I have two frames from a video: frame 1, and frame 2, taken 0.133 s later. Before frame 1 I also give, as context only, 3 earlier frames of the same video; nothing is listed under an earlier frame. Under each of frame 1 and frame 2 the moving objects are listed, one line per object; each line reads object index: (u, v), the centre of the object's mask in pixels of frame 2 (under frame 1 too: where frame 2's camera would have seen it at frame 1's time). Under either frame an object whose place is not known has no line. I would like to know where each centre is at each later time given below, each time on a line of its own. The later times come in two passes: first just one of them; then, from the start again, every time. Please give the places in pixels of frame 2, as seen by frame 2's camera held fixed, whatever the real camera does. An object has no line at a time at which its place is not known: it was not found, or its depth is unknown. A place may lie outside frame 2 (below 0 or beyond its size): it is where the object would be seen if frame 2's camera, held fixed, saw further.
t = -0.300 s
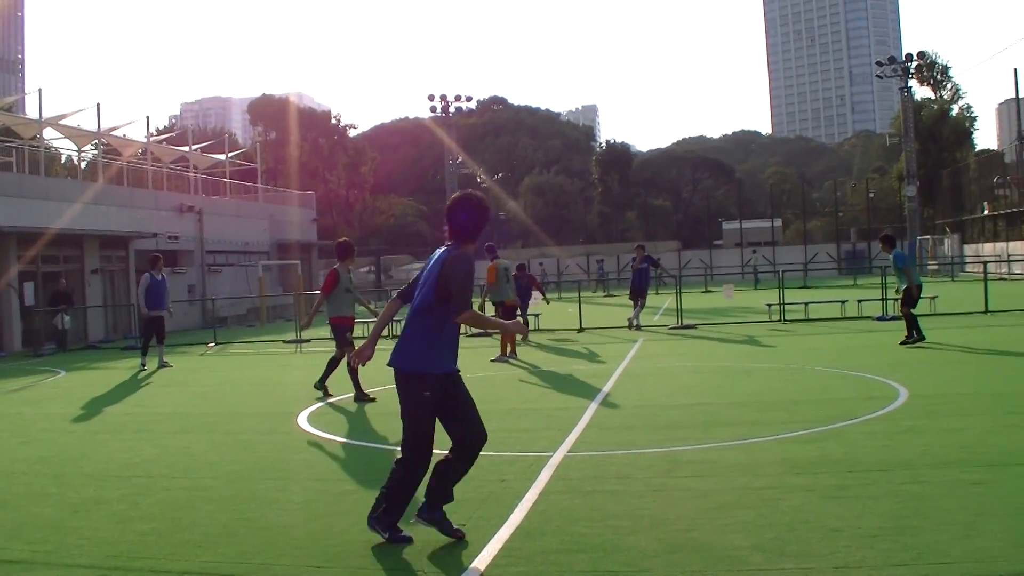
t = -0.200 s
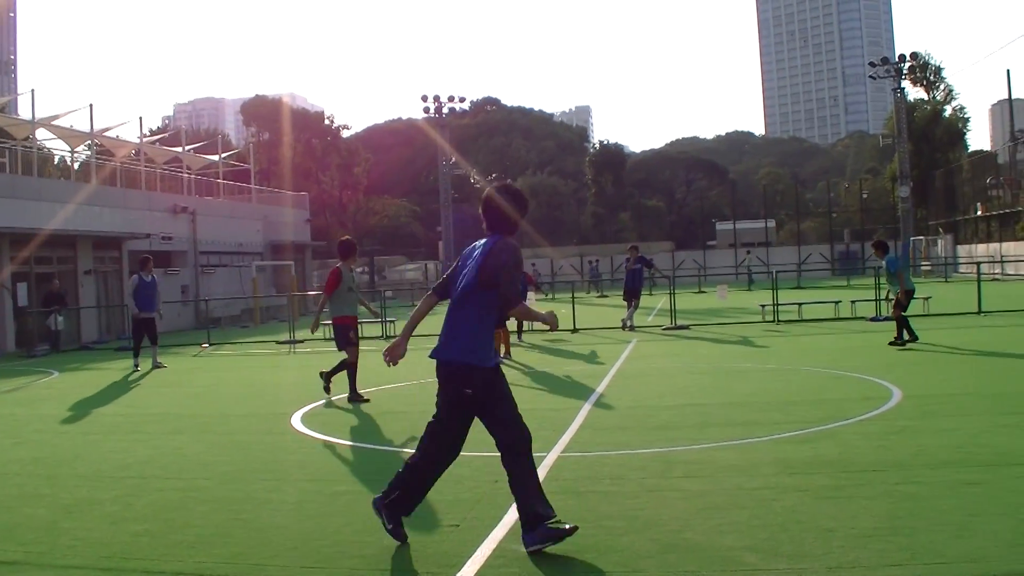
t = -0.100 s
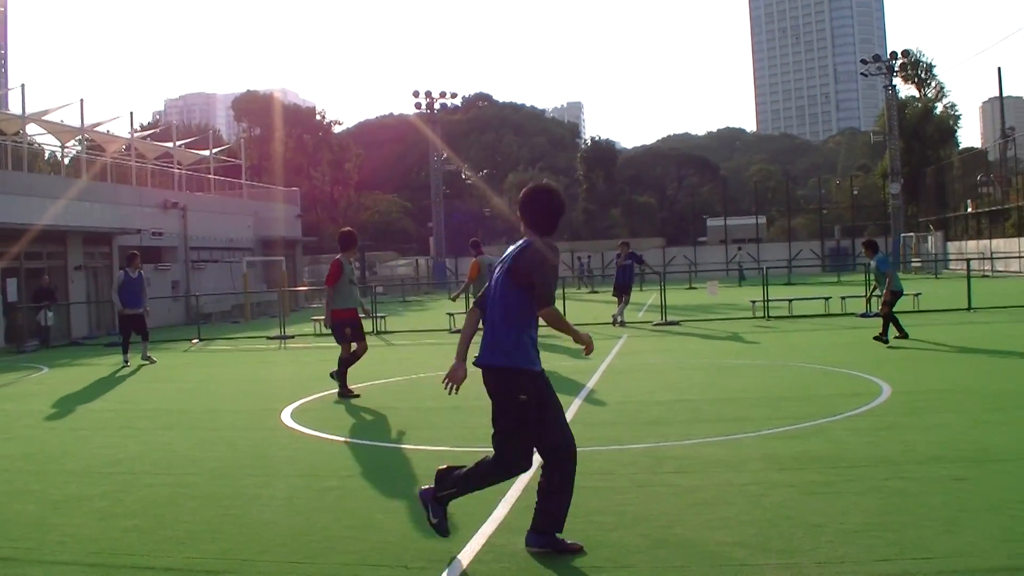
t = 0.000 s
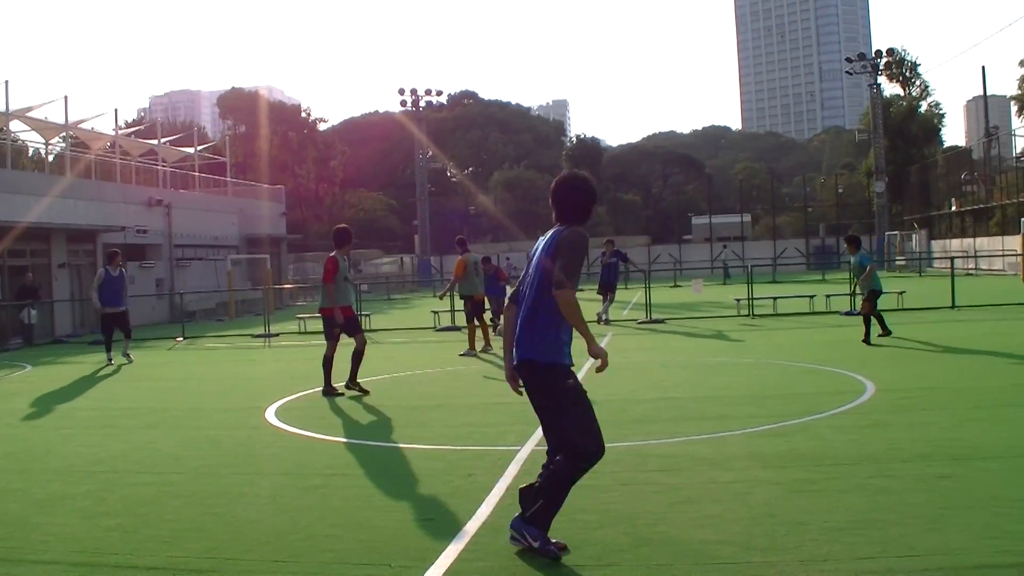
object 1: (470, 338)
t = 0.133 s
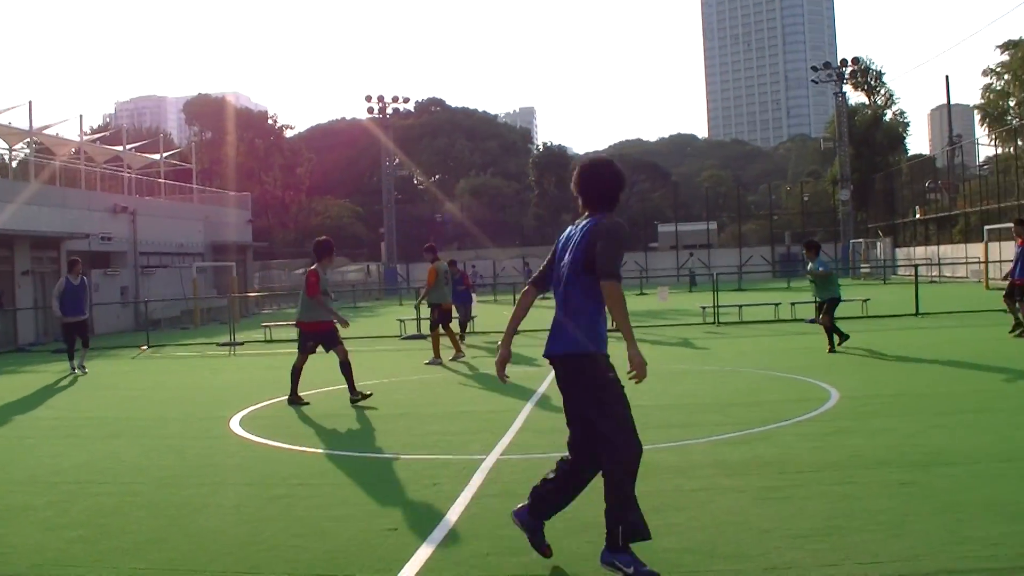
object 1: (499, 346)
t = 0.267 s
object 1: (541, 360)
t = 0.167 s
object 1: (517, 354)
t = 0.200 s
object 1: (521, 359)
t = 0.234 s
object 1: (530, 359)
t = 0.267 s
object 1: (541, 360)
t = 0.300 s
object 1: (552, 365)
